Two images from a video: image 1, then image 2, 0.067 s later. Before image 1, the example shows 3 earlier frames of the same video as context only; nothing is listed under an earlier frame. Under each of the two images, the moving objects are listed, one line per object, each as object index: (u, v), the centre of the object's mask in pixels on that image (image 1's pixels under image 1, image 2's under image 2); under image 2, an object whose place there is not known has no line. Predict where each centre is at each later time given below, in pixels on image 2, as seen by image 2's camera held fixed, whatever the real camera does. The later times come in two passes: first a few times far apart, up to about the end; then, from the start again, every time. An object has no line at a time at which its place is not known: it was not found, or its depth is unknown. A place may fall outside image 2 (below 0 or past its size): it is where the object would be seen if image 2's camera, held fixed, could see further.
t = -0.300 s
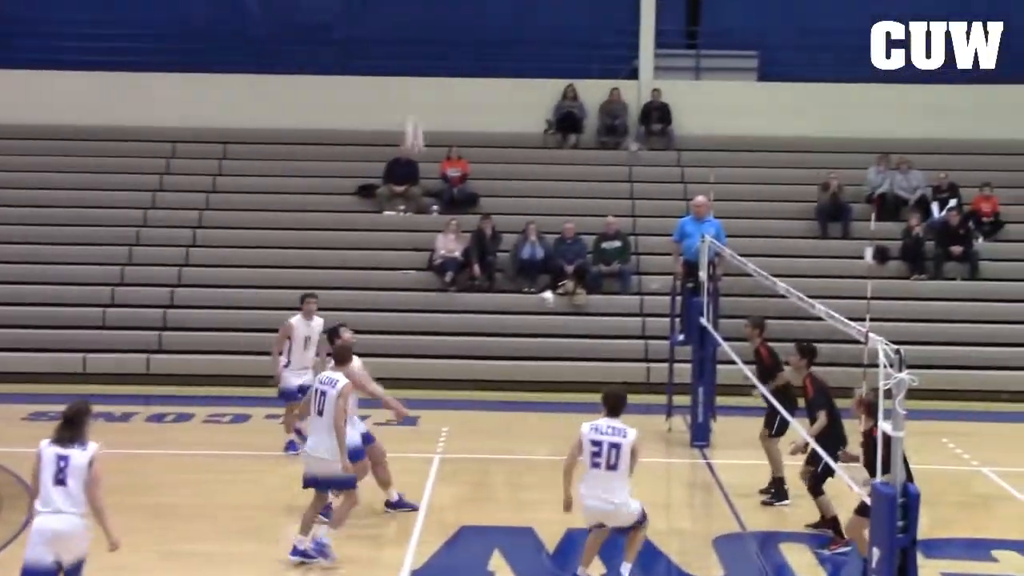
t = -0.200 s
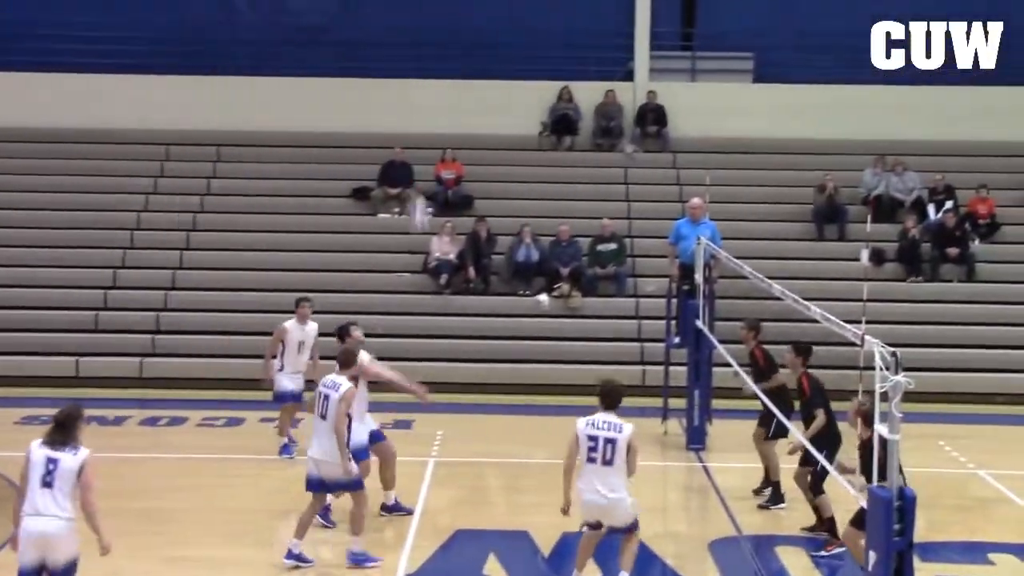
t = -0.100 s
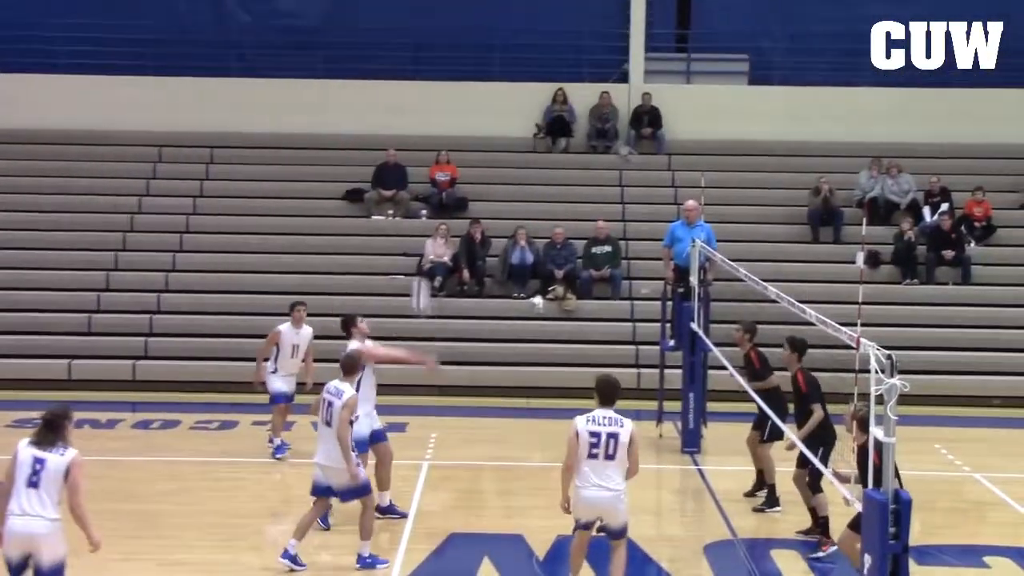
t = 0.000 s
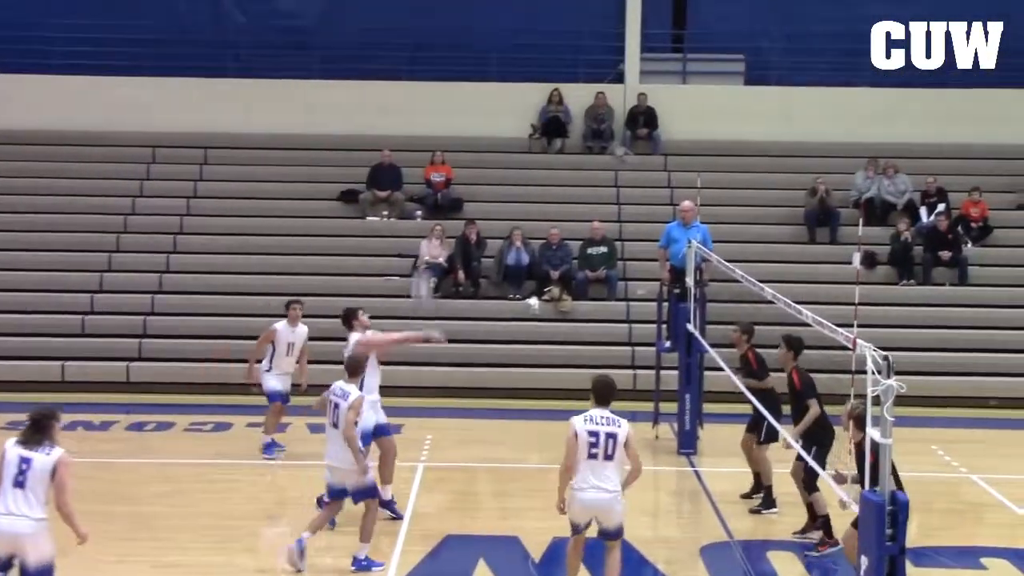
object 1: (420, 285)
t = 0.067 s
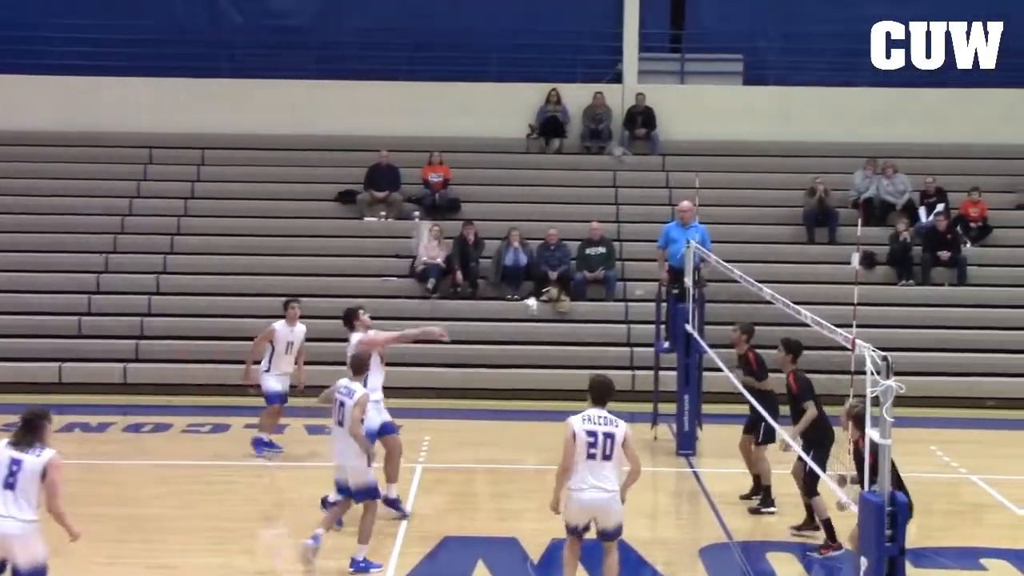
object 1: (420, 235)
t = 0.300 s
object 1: (434, 96)
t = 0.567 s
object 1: (445, 18)
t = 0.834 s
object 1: (451, 10)
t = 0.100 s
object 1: (425, 212)
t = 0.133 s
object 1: (425, 194)
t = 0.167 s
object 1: (427, 168)
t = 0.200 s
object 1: (429, 150)
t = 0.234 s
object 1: (432, 130)
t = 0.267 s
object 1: (433, 113)
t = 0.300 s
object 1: (434, 96)
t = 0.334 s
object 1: (436, 82)
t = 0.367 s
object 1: (438, 70)
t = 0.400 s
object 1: (439, 60)
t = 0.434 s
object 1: (440, 50)
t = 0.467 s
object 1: (441, 39)
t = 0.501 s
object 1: (442, 32)
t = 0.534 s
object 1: (443, 24)
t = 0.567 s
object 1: (445, 18)
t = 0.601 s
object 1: (445, 14)
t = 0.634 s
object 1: (446, 10)
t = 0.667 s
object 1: (447, 8)
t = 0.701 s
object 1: (448, 6)
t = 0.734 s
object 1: (449, 6)
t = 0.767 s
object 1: (449, 6)
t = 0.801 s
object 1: (450, 7)
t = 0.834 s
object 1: (451, 10)
